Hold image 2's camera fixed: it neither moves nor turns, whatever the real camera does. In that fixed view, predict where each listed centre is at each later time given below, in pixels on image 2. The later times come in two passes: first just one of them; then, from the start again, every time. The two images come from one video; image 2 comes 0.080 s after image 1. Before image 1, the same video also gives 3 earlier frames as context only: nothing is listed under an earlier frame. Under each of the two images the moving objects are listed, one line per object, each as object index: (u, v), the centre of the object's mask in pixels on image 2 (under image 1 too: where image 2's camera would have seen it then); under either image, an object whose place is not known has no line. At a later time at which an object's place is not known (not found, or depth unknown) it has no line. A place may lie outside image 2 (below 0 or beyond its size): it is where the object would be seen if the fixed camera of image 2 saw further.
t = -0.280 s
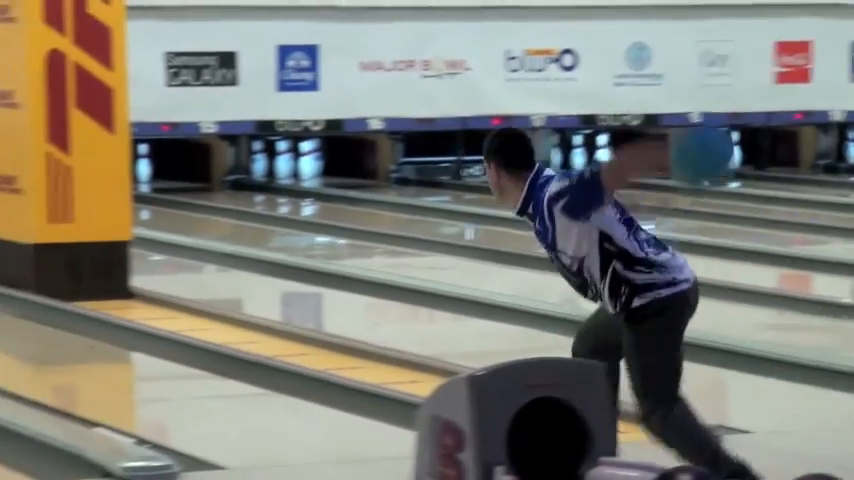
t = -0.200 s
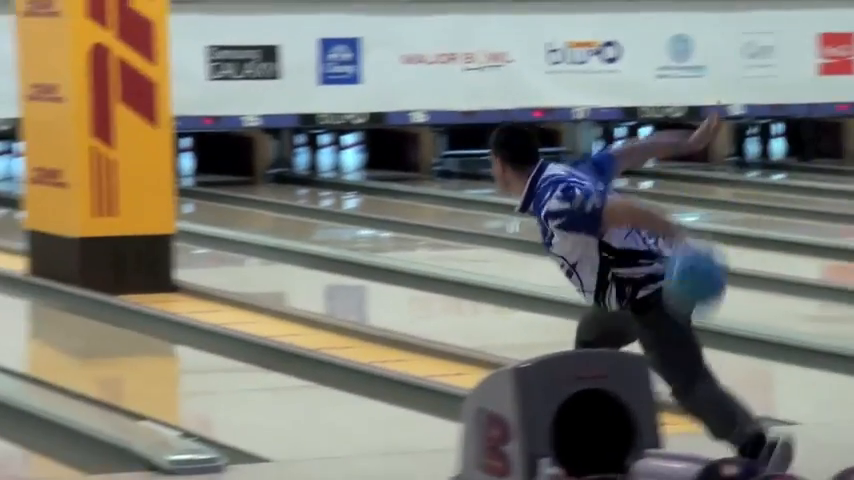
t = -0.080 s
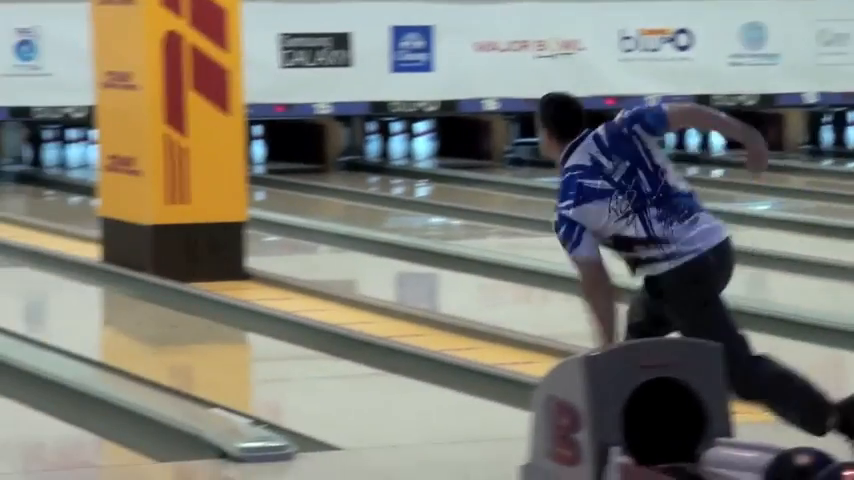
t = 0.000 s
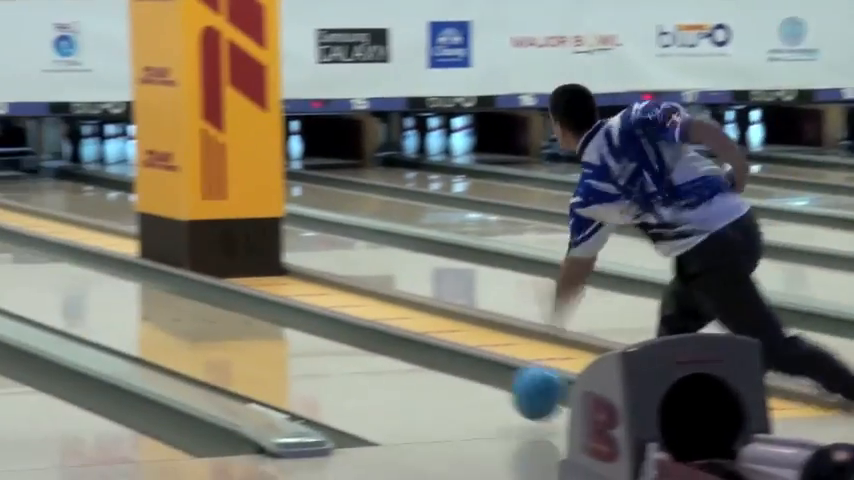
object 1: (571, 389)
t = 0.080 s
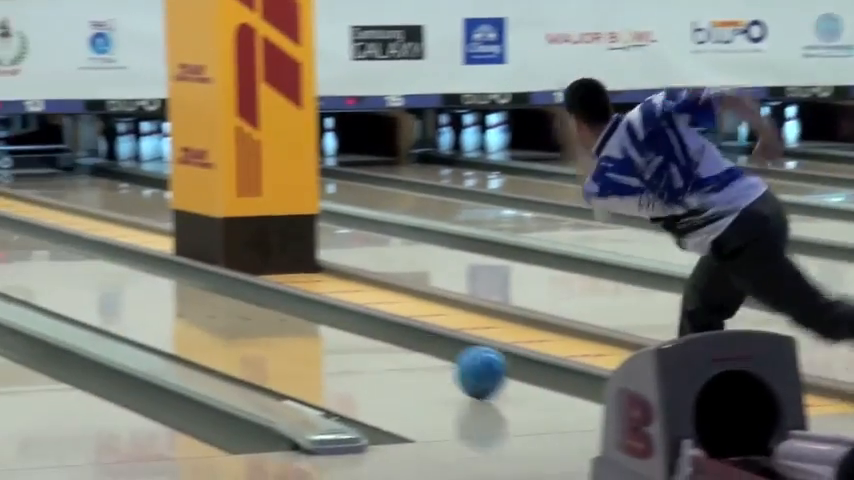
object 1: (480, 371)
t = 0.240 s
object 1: (326, 334)
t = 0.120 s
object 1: (438, 362)
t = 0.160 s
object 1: (399, 353)
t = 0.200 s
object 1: (362, 343)
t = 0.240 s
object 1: (326, 334)
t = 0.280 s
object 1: (293, 326)
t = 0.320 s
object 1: (261, 318)
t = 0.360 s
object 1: (231, 311)
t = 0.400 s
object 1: (203, 303)
